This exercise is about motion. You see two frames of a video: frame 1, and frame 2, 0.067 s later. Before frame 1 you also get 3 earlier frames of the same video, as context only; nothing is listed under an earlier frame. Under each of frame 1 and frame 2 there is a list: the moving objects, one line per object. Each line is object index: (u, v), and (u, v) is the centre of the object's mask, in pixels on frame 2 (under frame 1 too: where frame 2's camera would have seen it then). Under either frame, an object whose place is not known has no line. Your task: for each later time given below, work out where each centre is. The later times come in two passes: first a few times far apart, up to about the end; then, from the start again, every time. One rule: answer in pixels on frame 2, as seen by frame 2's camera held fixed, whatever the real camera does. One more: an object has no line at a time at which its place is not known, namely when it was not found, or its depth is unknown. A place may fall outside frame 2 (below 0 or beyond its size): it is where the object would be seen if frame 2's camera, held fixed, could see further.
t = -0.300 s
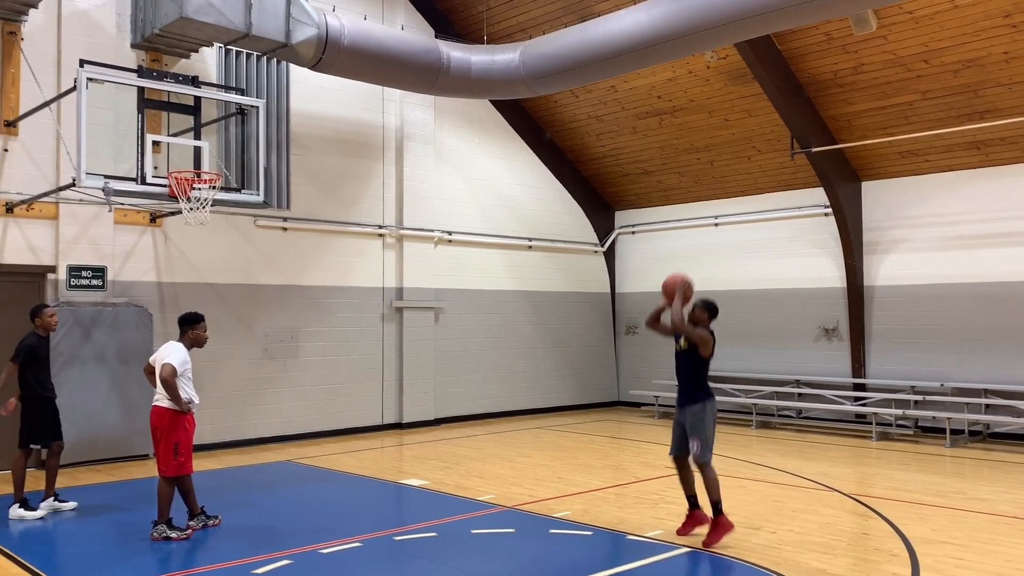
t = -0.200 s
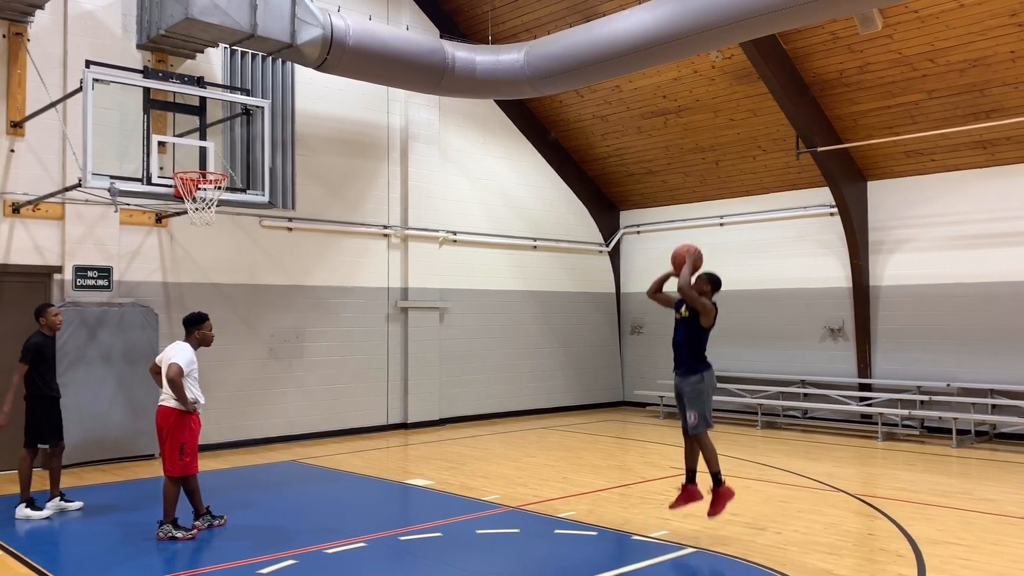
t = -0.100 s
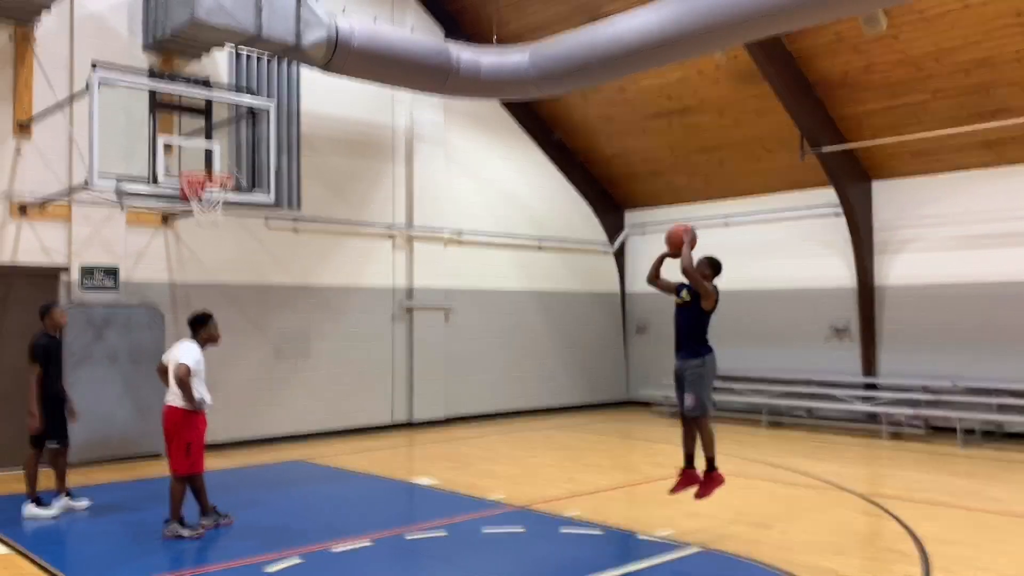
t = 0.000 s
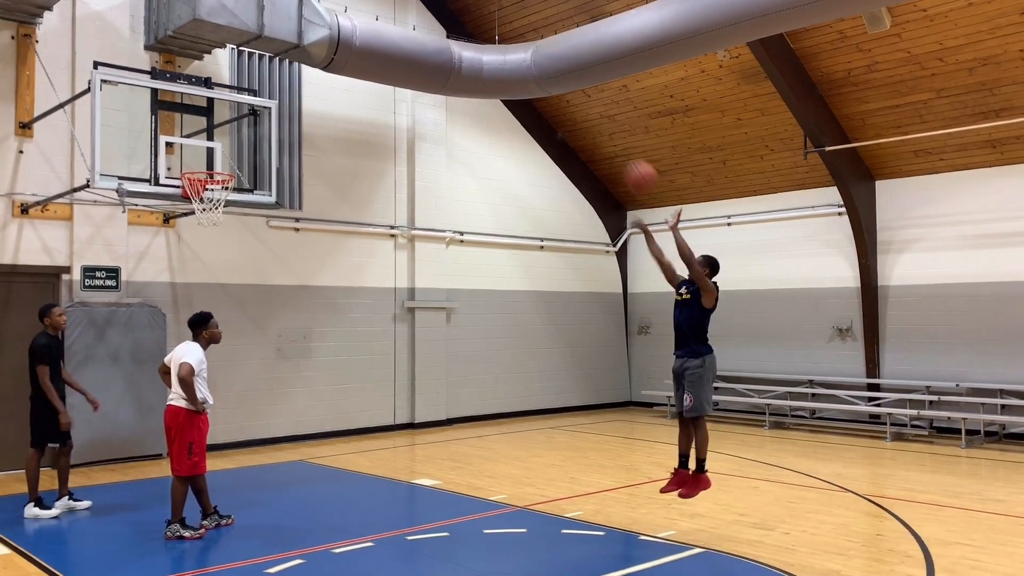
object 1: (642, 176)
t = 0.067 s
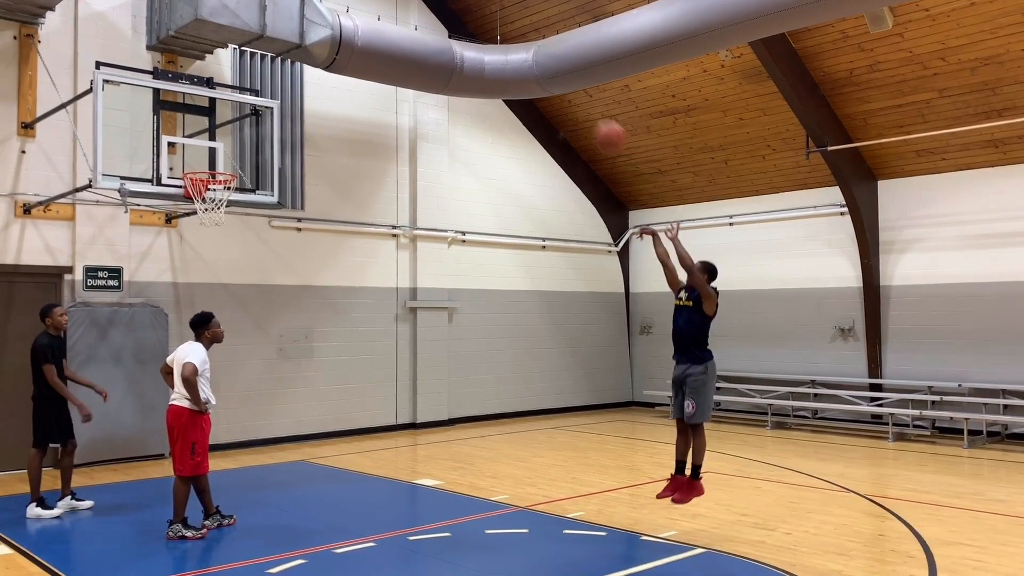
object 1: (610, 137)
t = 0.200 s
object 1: (548, 74)
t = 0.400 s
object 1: (460, 25)
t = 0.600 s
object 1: (378, 24)
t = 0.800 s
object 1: (303, 64)
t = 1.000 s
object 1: (234, 143)
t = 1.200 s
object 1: (194, 202)
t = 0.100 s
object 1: (594, 119)
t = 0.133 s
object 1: (578, 102)
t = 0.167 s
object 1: (563, 87)
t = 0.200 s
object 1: (548, 74)
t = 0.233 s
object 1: (533, 64)
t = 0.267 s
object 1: (517, 52)
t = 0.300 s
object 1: (502, 43)
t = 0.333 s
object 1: (488, 36)
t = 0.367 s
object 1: (474, 30)
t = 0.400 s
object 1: (460, 25)
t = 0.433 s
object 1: (446, 22)
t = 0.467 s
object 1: (433, 20)
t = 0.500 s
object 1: (418, 19)
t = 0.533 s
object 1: (404, 20)
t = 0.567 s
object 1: (391, 21)
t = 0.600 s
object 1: (378, 24)
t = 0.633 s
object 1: (365, 28)
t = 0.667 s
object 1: (352, 33)
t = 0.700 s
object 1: (340, 40)
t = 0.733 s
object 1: (327, 47)
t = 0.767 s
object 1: (316, 55)
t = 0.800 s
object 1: (303, 64)
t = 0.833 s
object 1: (291, 75)
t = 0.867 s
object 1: (279, 87)
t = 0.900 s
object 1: (267, 99)
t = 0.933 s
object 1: (256, 114)
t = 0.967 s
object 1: (245, 127)
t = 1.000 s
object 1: (234, 143)
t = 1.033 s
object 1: (222, 161)
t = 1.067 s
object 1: (210, 178)
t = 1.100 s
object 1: (199, 193)
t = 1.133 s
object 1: (193, 202)
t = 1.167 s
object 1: (192, 201)
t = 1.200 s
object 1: (194, 202)
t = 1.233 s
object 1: (192, 205)
